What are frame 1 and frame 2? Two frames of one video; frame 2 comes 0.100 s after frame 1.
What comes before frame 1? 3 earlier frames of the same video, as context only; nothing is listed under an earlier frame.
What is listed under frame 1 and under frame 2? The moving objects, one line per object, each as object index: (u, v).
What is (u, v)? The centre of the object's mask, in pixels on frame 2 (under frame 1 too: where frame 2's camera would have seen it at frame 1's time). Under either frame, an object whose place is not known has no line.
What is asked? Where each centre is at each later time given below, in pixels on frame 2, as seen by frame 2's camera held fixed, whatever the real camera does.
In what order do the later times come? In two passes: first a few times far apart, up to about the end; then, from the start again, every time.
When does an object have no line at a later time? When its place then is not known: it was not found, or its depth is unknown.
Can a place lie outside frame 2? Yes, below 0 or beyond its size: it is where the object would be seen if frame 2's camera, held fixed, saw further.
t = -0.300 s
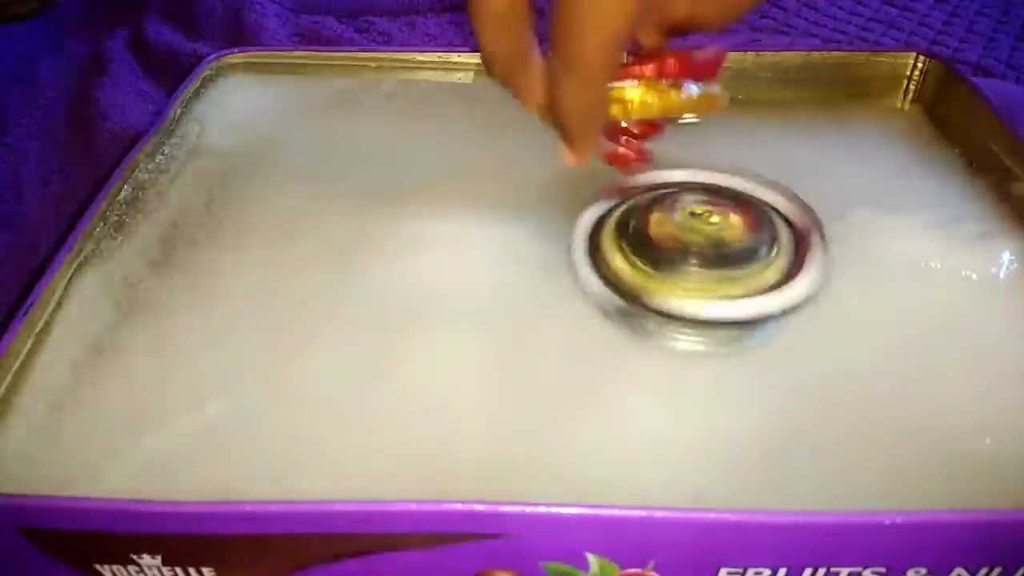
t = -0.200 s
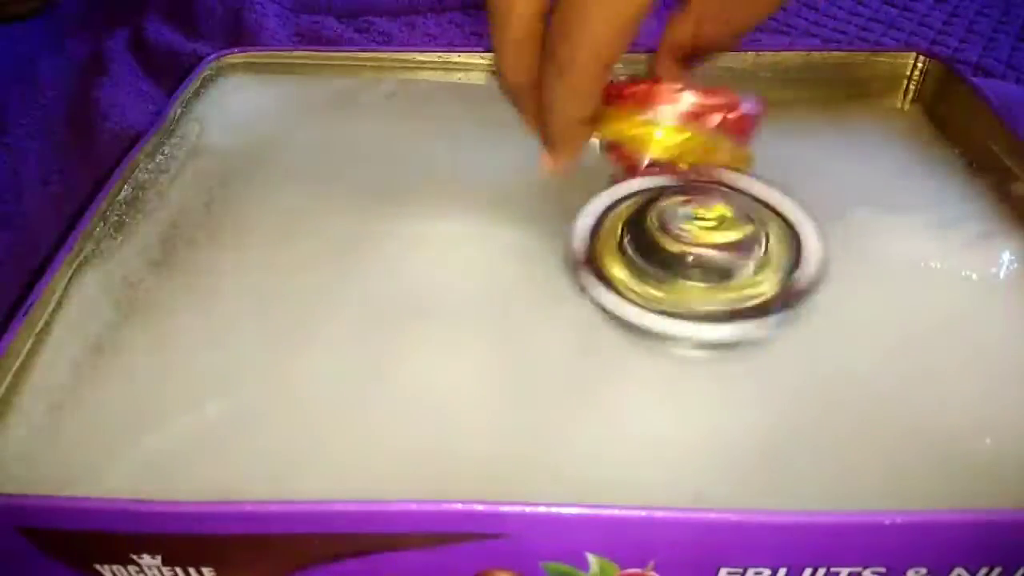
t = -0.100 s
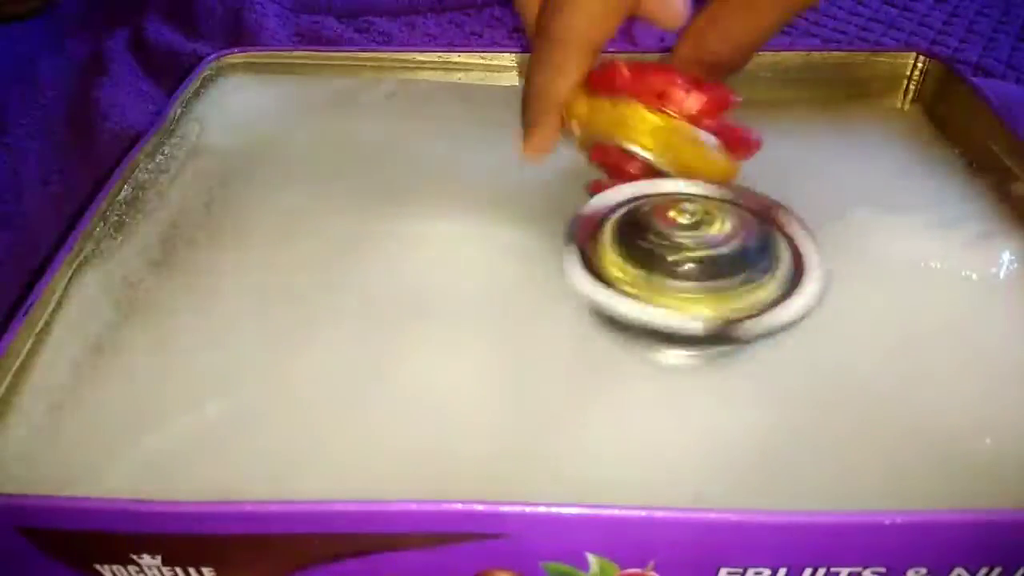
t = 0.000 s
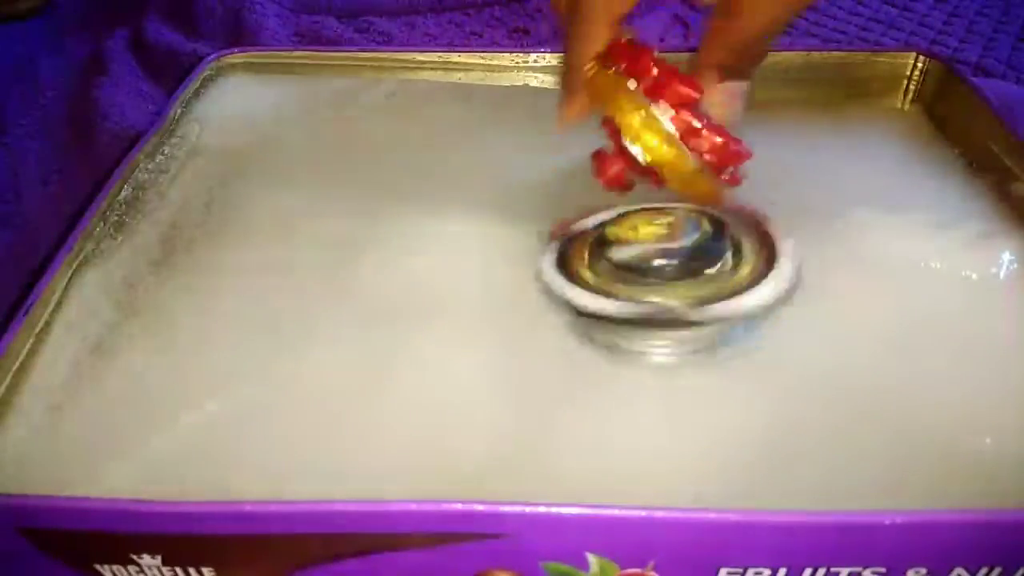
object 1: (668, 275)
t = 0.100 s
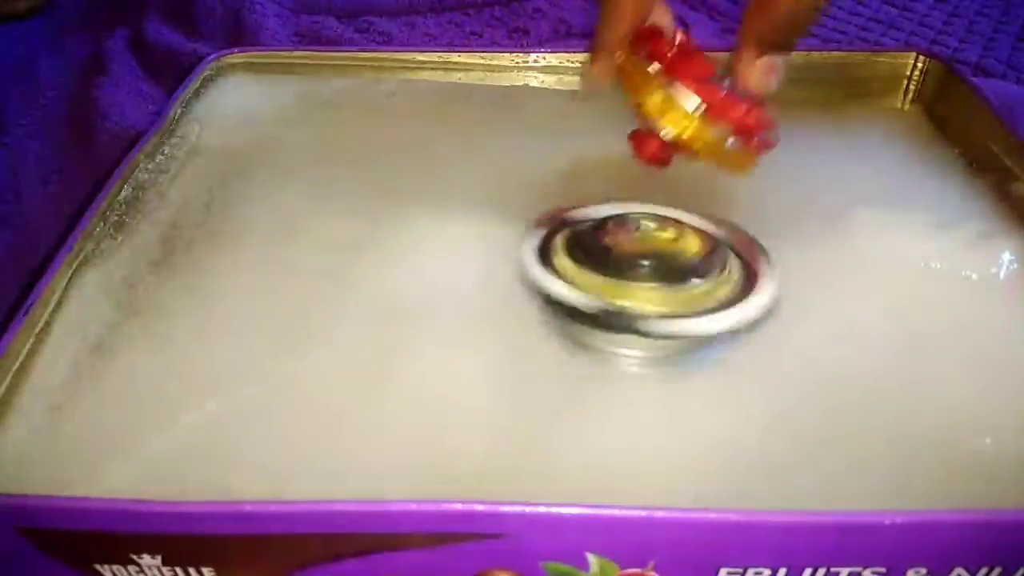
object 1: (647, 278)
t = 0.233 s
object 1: (611, 276)
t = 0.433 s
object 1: (601, 261)
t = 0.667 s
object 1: (614, 259)
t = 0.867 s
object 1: (640, 285)
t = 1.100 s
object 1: (635, 323)
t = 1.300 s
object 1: (621, 329)
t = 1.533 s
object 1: (621, 315)
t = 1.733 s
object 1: (639, 326)
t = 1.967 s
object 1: (660, 336)
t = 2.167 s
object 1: (646, 328)
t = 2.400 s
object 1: (653, 309)
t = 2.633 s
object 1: (705, 311)
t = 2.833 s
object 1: (682, 313)
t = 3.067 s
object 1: (666, 314)
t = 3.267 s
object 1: (648, 301)
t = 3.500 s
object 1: (670, 311)
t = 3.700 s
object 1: (684, 318)
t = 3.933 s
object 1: (646, 314)
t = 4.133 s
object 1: (663, 309)
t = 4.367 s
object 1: (695, 298)
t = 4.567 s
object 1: (712, 282)
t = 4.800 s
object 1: (708, 263)
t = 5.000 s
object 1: (716, 261)
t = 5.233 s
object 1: (691, 253)
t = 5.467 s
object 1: (655, 258)
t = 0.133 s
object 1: (639, 281)
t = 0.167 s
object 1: (629, 281)
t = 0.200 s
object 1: (617, 279)
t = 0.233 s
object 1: (611, 276)
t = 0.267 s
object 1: (609, 274)
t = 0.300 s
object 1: (610, 274)
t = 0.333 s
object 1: (605, 271)
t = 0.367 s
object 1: (599, 267)
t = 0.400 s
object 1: (597, 264)
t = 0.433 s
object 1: (601, 261)
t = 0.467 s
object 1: (602, 260)
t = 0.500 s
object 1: (601, 259)
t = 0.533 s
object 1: (601, 257)
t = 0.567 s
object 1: (605, 257)
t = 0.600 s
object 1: (611, 259)
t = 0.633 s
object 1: (612, 259)
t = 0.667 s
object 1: (614, 259)
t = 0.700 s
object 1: (620, 262)
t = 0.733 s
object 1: (628, 267)
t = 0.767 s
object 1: (632, 275)
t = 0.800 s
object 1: (630, 280)
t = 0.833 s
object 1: (628, 281)
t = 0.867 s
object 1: (640, 285)
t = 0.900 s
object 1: (648, 294)
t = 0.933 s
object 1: (646, 301)
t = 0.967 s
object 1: (640, 307)
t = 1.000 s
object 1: (637, 309)
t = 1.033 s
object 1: (642, 317)
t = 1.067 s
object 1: (641, 322)
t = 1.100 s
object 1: (635, 323)
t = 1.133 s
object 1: (627, 324)
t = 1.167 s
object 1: (626, 327)
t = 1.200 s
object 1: (626, 330)
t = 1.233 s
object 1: (623, 329)
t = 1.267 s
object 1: (620, 329)
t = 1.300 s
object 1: (621, 329)
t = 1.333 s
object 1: (618, 327)
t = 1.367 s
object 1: (615, 328)
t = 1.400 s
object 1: (610, 326)
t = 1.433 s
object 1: (606, 320)
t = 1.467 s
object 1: (610, 318)
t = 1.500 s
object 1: (616, 317)
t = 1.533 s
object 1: (621, 315)
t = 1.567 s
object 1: (623, 315)
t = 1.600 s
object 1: (626, 312)
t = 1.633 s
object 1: (634, 315)
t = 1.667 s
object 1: (641, 320)
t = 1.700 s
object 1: (641, 324)
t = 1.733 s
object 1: (639, 326)
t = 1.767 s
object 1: (643, 325)
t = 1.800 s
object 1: (650, 324)
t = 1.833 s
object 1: (657, 329)
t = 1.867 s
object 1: (657, 333)
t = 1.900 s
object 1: (656, 333)
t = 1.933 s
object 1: (657, 336)
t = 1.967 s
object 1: (660, 336)
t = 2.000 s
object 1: (659, 338)
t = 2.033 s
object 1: (652, 338)
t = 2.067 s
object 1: (643, 334)
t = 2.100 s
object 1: (640, 333)
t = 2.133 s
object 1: (648, 332)
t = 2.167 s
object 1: (646, 328)
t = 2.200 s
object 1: (647, 330)
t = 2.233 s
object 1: (649, 327)
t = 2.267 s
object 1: (650, 327)
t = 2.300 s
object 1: (647, 321)
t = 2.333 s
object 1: (646, 317)
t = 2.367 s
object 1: (647, 312)
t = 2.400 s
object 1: (653, 309)
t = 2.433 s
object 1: (666, 311)
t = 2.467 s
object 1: (676, 318)
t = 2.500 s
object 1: (679, 322)
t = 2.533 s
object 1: (680, 316)
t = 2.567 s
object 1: (682, 308)
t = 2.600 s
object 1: (691, 306)
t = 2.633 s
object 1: (705, 311)
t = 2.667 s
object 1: (707, 311)
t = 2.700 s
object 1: (706, 316)
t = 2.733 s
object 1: (700, 316)
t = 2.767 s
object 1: (694, 316)
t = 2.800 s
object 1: (687, 315)
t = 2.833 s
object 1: (682, 313)
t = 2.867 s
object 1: (688, 319)
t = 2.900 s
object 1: (692, 321)
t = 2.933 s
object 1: (694, 325)
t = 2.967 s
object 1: (694, 328)
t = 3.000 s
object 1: (686, 327)
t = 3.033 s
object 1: (676, 320)
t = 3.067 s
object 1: (666, 314)
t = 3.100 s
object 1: (666, 310)
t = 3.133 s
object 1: (673, 314)
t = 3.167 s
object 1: (667, 309)
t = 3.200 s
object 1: (657, 308)
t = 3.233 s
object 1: (648, 303)
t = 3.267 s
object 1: (648, 301)
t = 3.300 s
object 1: (653, 301)
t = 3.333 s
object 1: (655, 301)
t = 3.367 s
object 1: (658, 305)
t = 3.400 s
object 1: (658, 308)
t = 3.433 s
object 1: (660, 313)
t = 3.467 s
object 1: (663, 314)
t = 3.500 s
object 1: (670, 311)
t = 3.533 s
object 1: (676, 310)
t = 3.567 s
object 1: (683, 307)
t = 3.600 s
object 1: (691, 311)
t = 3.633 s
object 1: (694, 312)
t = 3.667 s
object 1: (694, 318)
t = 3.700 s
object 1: (684, 318)
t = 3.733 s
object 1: (673, 313)
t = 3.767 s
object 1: (666, 310)
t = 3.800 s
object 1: (666, 311)
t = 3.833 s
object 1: (668, 317)
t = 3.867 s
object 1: (662, 317)
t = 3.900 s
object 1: (654, 318)
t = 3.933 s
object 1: (646, 314)
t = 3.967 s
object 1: (642, 312)
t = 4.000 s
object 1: (648, 311)
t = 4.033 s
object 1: (650, 313)
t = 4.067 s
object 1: (659, 312)
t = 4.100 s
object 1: (661, 312)
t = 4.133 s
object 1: (663, 309)
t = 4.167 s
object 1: (663, 309)
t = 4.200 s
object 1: (664, 305)
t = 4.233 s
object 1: (666, 299)
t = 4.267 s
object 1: (670, 293)
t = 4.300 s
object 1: (676, 293)
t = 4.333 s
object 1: (687, 297)
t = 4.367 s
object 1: (695, 298)
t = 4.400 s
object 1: (699, 304)
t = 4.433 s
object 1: (695, 300)
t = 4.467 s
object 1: (695, 291)
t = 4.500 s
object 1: (698, 285)
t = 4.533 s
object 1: (702, 282)
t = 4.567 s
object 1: (712, 282)
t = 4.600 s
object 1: (709, 274)
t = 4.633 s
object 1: (701, 272)
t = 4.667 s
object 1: (695, 268)
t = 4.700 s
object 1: (693, 264)
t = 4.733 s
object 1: (695, 265)
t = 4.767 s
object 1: (703, 265)
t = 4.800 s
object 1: (708, 263)
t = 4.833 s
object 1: (714, 267)
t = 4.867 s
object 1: (716, 264)
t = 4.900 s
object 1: (717, 263)
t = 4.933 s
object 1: (717, 264)
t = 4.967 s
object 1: (716, 265)
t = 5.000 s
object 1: (716, 261)
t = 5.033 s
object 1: (718, 258)
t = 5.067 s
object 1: (719, 258)
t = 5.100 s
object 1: (721, 257)
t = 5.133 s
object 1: (714, 254)
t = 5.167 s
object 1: (715, 256)
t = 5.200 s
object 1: (705, 255)
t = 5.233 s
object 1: (691, 253)
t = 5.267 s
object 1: (678, 253)
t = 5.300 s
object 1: (674, 256)
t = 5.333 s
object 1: (671, 261)
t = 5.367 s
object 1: (677, 261)
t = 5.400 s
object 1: (675, 260)
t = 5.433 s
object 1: (666, 260)
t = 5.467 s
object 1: (655, 258)
